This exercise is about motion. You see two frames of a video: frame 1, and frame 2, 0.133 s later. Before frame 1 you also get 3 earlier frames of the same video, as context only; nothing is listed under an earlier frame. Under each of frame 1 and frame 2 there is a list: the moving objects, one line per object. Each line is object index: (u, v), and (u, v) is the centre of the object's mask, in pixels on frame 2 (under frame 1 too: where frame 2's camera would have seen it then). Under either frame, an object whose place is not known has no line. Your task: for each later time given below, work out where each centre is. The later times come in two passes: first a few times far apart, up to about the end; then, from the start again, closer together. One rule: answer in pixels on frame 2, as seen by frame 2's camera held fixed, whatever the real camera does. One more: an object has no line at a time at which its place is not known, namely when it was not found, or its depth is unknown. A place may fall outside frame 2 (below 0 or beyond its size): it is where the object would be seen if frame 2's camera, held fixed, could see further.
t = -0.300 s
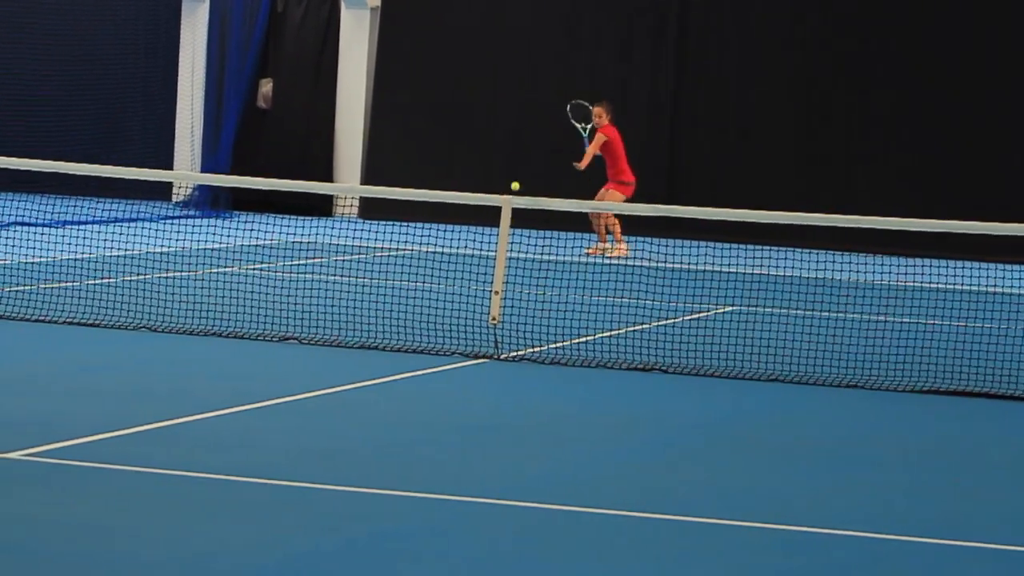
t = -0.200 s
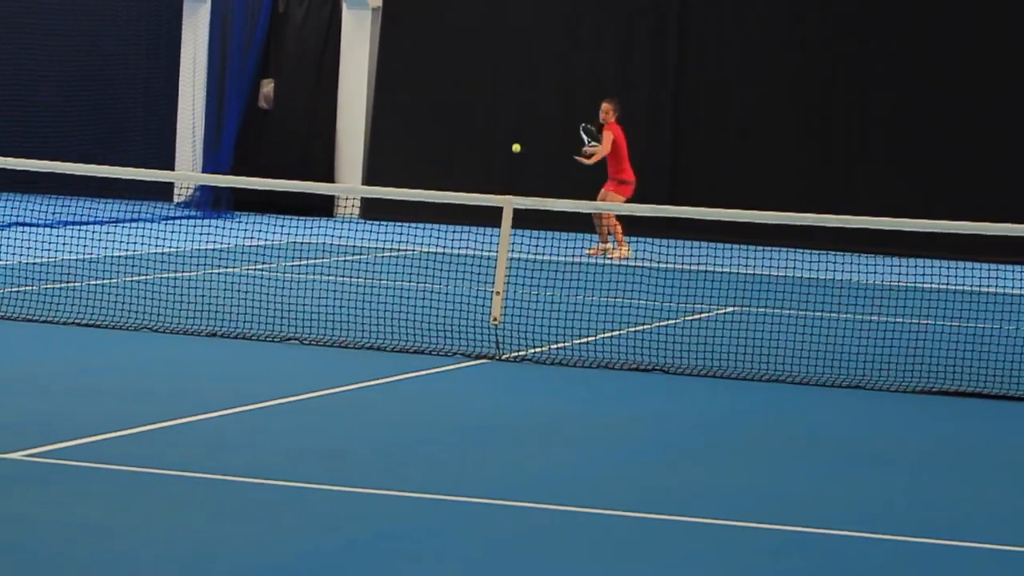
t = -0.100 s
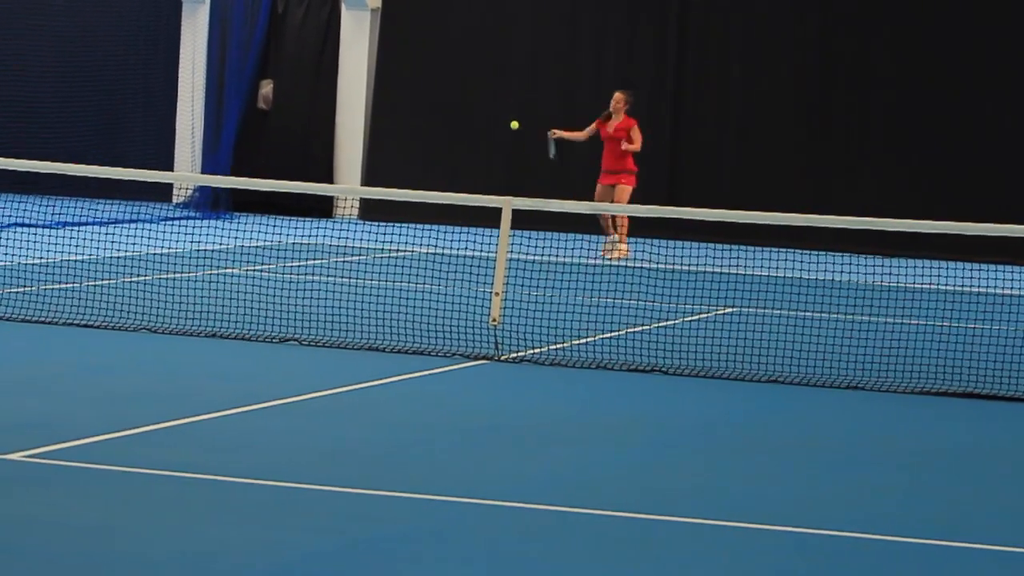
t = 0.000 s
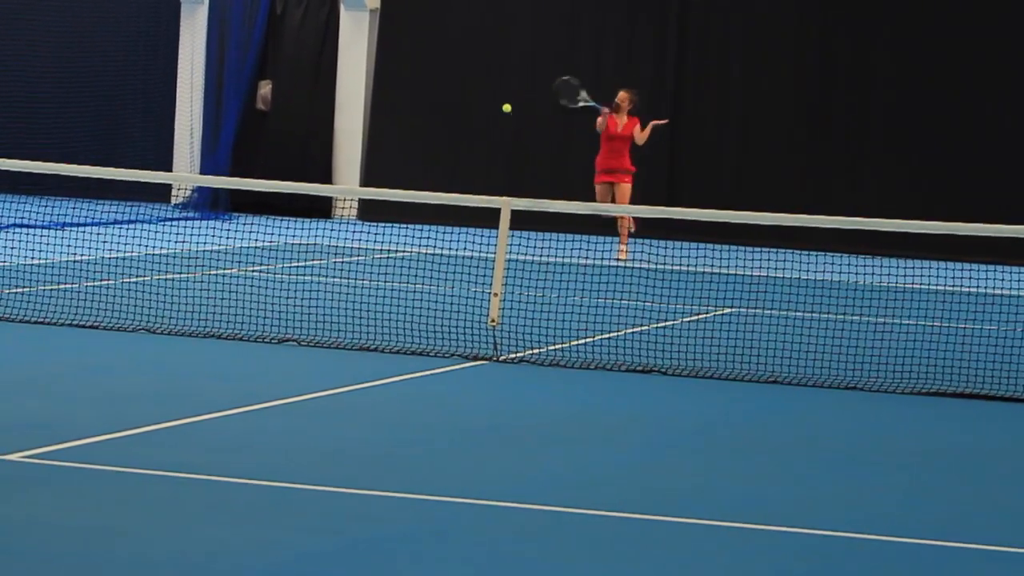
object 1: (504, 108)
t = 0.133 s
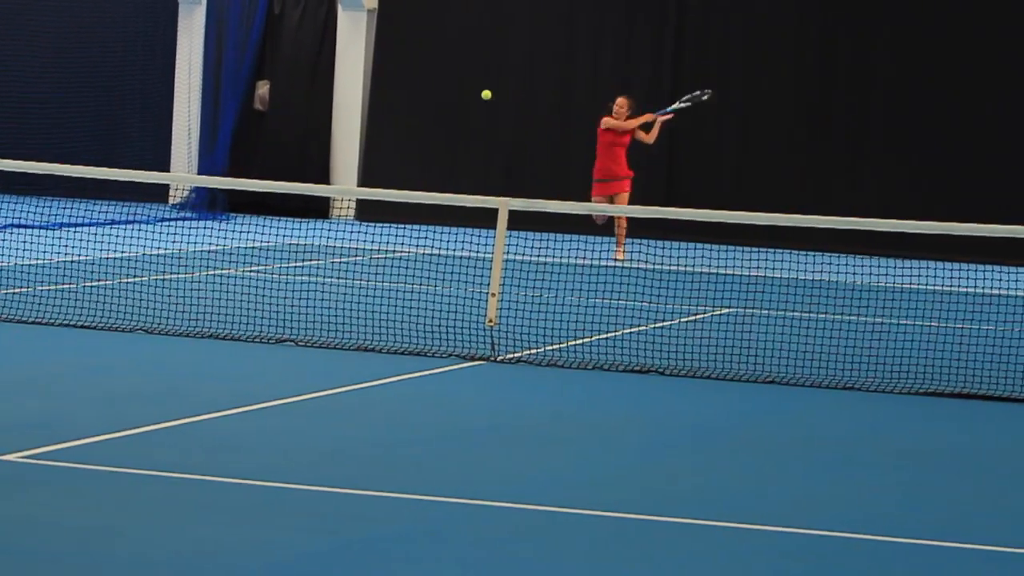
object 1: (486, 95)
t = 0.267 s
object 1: (459, 101)
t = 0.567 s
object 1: (341, 274)
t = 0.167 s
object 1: (480, 94)
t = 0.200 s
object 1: (473, 95)
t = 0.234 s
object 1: (467, 97)
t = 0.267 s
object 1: (459, 101)
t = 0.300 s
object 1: (450, 107)
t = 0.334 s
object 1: (441, 116)
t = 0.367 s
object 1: (431, 127)
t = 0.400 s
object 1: (420, 142)
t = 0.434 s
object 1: (407, 160)
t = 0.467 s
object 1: (393, 181)
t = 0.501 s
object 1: (378, 208)
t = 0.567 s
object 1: (341, 274)
